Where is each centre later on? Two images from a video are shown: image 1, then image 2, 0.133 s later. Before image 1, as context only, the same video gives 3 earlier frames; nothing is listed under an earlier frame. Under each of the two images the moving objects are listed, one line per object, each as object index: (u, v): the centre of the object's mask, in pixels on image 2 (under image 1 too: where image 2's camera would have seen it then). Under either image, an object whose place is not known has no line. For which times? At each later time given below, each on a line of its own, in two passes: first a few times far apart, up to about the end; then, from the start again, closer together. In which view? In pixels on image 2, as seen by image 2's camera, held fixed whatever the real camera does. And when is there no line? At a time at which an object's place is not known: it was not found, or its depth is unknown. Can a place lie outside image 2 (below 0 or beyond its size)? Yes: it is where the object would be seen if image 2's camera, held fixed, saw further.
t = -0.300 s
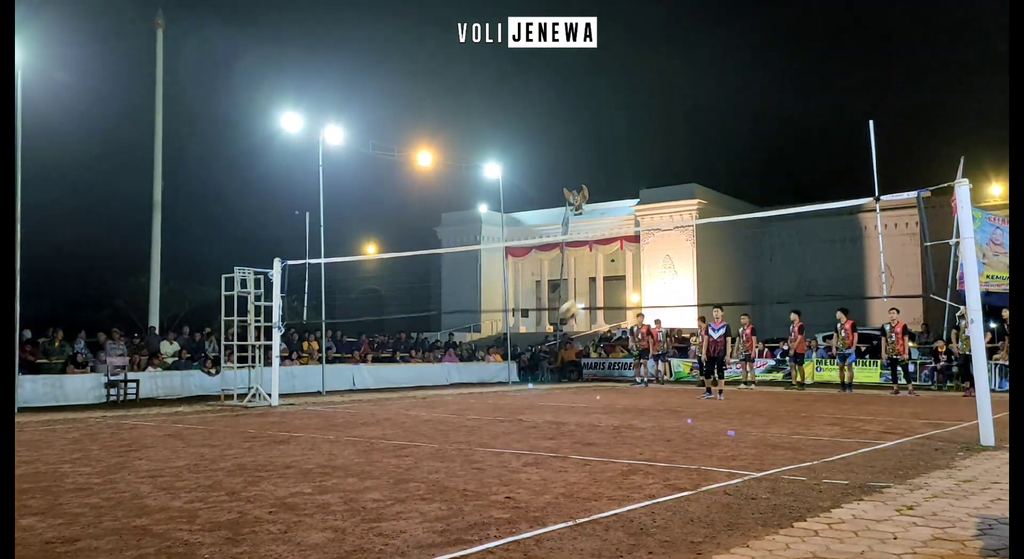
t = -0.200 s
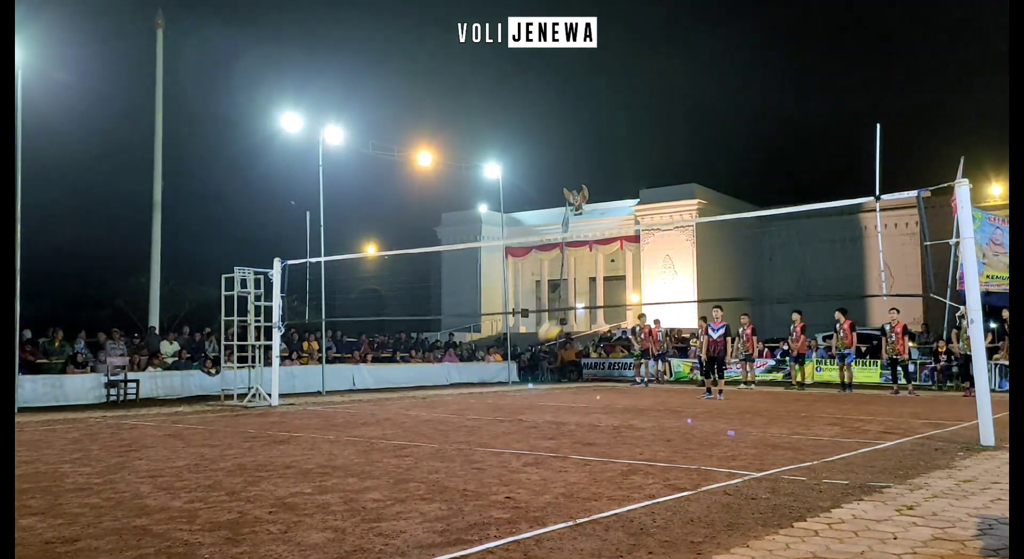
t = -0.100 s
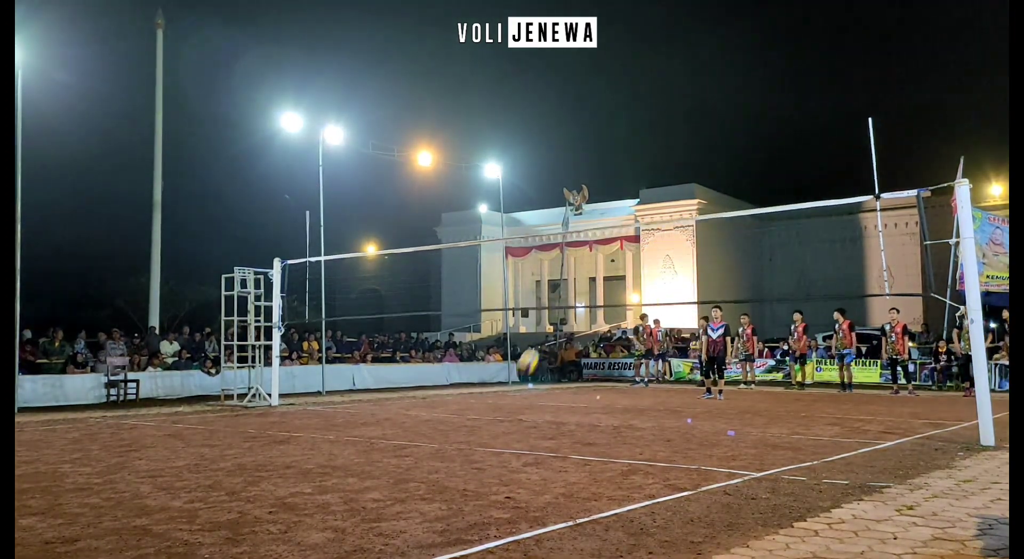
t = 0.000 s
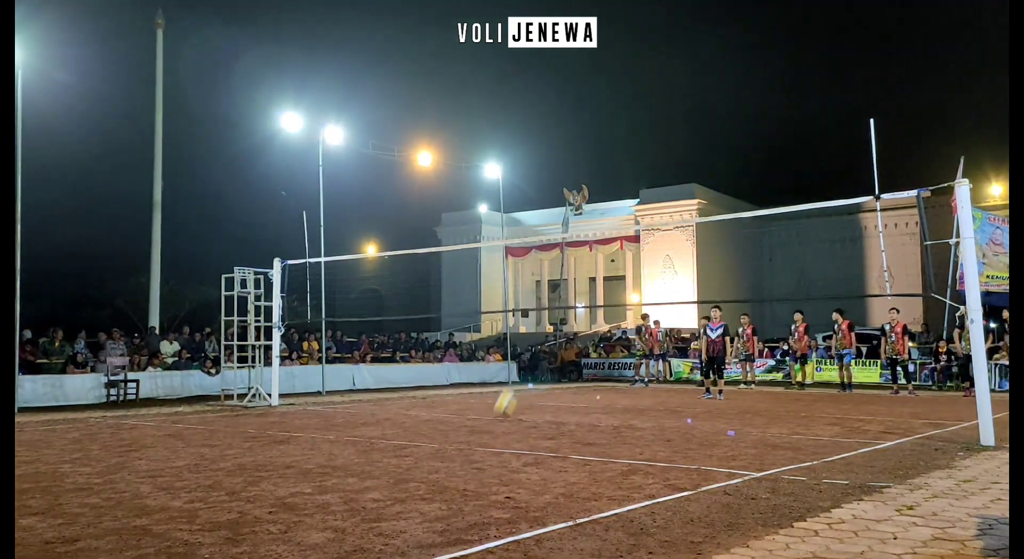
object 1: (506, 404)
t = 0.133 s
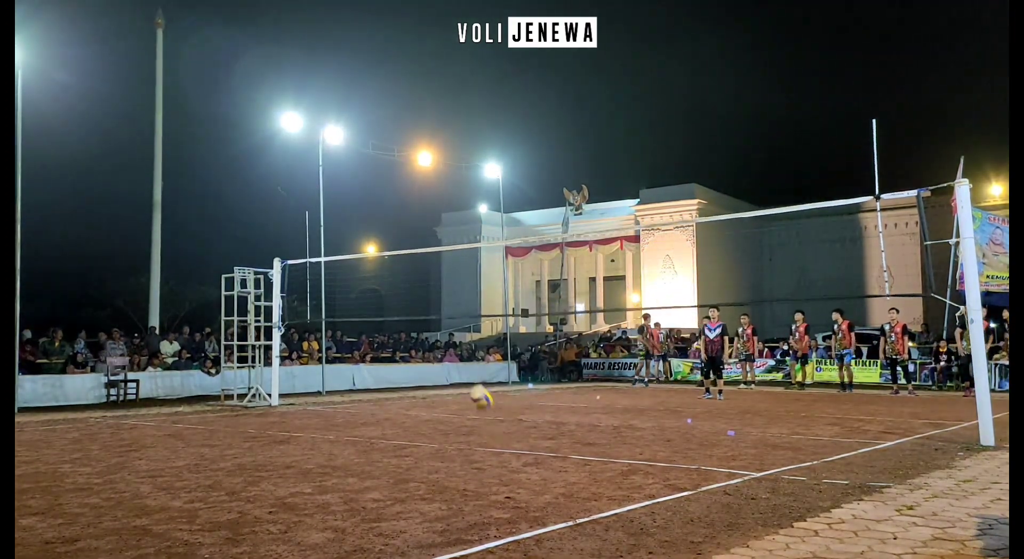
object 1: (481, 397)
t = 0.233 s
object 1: (466, 369)
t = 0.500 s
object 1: (421, 339)
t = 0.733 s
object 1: (378, 367)
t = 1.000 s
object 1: (324, 419)
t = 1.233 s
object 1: (273, 368)
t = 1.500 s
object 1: (206, 387)
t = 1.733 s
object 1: (136, 456)
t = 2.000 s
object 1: (50, 406)
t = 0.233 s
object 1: (466, 369)
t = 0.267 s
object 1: (460, 361)
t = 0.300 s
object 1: (455, 354)
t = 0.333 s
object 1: (449, 350)
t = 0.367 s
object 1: (443, 345)
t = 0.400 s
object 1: (438, 341)
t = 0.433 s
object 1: (432, 339)
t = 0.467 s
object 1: (426, 338)
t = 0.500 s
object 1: (421, 339)
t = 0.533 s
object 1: (415, 339)
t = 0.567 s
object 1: (409, 341)
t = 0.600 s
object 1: (403, 344)
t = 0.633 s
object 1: (397, 348)
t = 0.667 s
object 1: (390, 353)
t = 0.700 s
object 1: (385, 359)
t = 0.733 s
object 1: (378, 367)
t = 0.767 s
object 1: (371, 378)
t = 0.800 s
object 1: (365, 389)
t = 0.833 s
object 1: (359, 401)
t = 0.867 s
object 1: (351, 414)
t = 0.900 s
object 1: (345, 428)
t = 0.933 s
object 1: (337, 442)
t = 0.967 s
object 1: (330, 430)
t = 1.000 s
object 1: (324, 419)
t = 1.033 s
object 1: (316, 408)
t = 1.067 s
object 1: (310, 400)
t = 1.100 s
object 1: (303, 391)
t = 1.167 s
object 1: (287, 377)
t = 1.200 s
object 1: (280, 372)
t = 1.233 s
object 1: (273, 368)
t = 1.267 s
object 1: (264, 365)
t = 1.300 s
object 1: (257, 364)
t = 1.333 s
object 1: (249, 365)
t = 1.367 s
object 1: (242, 366)
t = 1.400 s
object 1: (232, 369)
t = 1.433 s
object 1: (225, 372)
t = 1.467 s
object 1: (215, 379)
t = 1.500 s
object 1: (206, 387)
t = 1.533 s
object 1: (197, 395)
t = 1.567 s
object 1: (187, 405)
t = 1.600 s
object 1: (178, 417)
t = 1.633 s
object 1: (168, 431)
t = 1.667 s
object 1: (159, 447)
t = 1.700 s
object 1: (148, 463)
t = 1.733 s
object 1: (136, 456)
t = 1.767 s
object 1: (126, 445)
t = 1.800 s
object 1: (117, 436)
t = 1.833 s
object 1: (105, 427)
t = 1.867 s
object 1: (94, 419)
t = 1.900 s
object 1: (83, 415)
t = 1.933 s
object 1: (72, 411)
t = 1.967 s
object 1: (61, 408)
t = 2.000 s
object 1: (50, 406)
